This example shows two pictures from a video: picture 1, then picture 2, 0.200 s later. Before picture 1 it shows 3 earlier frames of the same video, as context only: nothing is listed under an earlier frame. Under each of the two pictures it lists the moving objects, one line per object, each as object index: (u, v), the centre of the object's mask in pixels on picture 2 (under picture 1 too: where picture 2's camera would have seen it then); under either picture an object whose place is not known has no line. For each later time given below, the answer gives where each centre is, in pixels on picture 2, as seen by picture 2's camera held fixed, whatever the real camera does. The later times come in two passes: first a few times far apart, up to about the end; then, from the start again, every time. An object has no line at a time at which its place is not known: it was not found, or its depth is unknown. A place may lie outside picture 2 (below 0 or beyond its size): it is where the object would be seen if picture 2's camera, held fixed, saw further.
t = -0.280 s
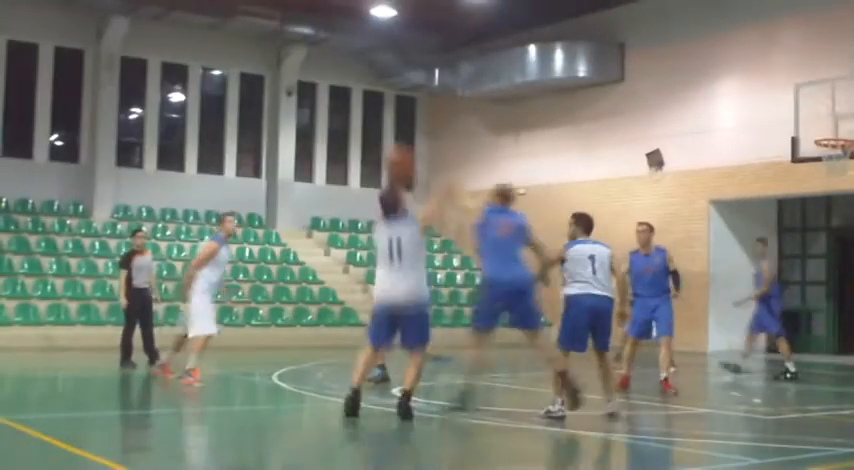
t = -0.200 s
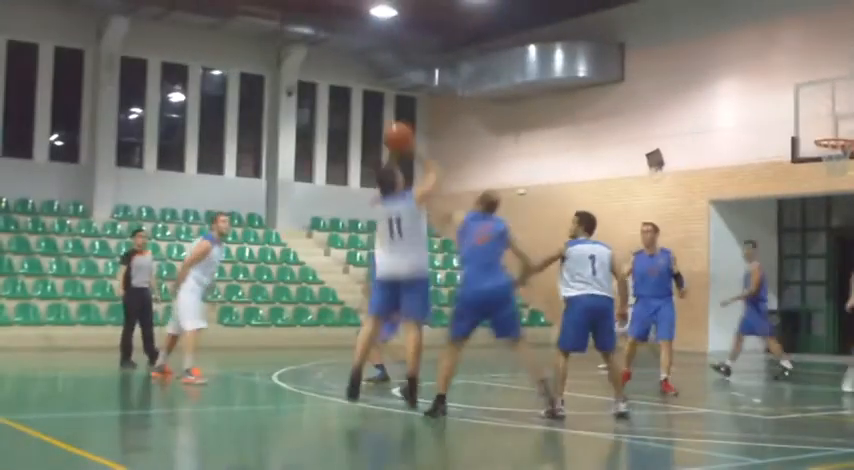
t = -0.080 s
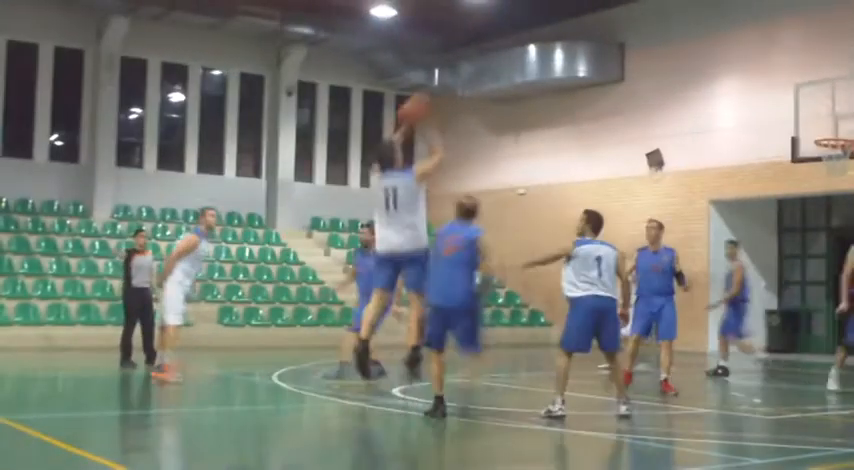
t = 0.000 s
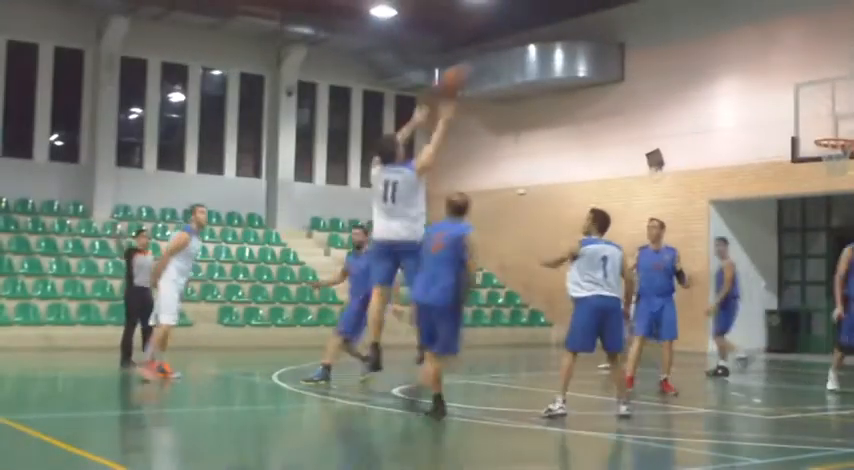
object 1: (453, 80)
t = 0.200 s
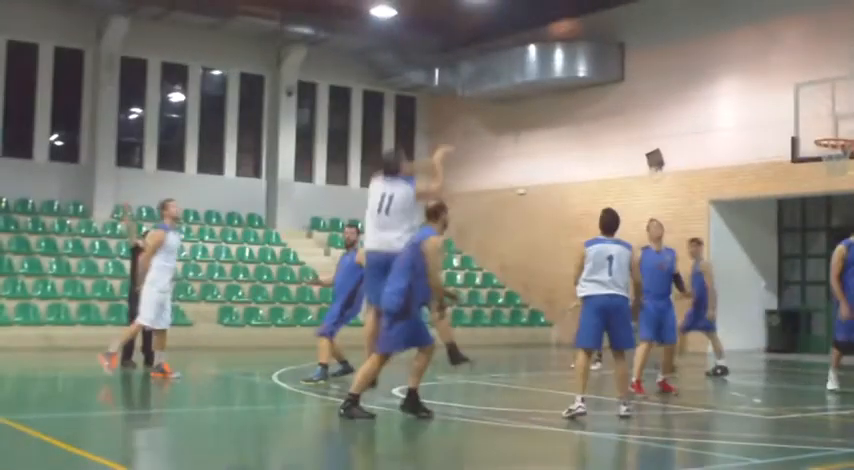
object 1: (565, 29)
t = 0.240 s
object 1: (583, 25)
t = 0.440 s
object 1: (671, 29)
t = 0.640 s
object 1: (746, 64)
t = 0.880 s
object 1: (811, 128)
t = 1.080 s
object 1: (795, 101)
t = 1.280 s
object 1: (765, 89)
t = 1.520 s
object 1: (719, 106)
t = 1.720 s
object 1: (683, 147)
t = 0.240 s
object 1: (583, 25)
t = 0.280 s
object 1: (601, 22)
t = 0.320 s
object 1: (624, 22)
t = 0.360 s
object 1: (640, 24)
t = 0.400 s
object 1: (656, 27)
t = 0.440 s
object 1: (671, 29)
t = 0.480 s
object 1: (692, 39)
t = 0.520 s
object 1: (702, 41)
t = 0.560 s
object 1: (718, 49)
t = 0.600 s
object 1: (732, 56)
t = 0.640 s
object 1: (746, 64)
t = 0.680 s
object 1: (759, 75)
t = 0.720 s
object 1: (772, 85)
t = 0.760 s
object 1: (784, 98)
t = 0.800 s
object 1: (795, 110)
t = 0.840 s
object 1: (805, 123)
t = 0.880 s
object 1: (811, 128)
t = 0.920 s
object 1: (806, 119)
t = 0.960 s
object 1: (804, 113)
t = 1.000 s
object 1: (801, 109)
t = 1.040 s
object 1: (799, 104)
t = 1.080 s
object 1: (795, 101)
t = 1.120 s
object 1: (792, 99)
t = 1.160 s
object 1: (787, 96)
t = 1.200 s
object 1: (779, 93)
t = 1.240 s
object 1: (772, 90)
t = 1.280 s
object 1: (765, 89)
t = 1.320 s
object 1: (756, 88)
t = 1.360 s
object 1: (749, 89)
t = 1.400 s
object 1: (742, 92)
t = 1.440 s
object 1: (735, 95)
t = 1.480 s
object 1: (726, 100)
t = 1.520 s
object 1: (719, 106)
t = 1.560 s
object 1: (711, 112)
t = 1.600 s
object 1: (704, 119)
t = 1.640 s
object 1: (697, 127)
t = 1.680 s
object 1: (689, 138)
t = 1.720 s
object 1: (683, 147)
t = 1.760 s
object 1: (674, 163)
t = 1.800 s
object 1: (668, 174)
